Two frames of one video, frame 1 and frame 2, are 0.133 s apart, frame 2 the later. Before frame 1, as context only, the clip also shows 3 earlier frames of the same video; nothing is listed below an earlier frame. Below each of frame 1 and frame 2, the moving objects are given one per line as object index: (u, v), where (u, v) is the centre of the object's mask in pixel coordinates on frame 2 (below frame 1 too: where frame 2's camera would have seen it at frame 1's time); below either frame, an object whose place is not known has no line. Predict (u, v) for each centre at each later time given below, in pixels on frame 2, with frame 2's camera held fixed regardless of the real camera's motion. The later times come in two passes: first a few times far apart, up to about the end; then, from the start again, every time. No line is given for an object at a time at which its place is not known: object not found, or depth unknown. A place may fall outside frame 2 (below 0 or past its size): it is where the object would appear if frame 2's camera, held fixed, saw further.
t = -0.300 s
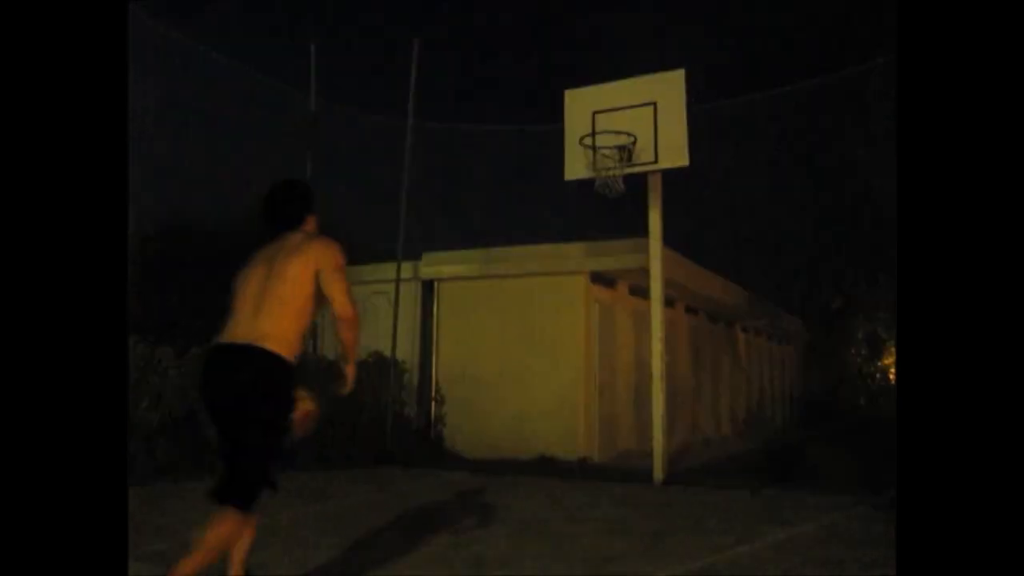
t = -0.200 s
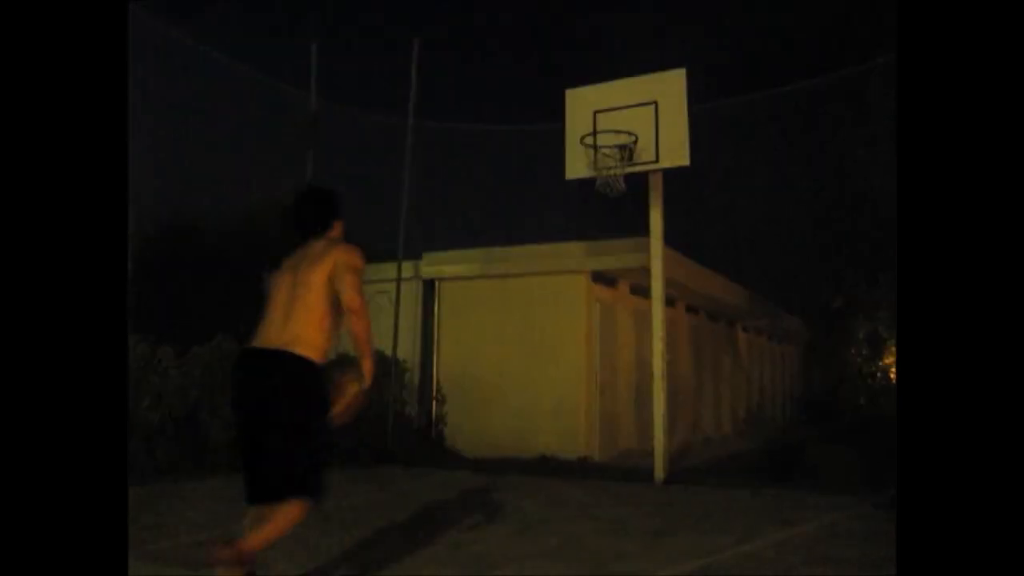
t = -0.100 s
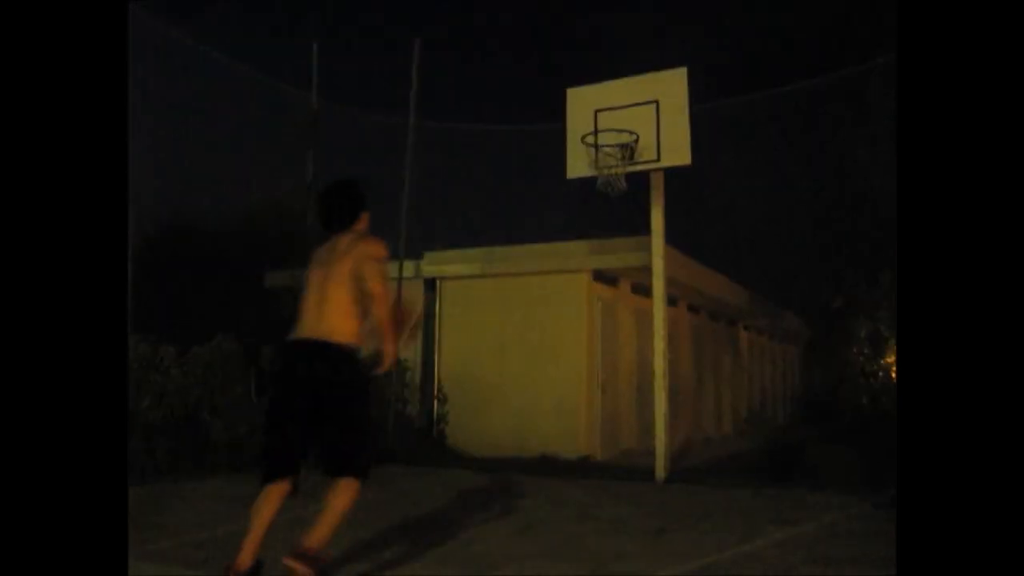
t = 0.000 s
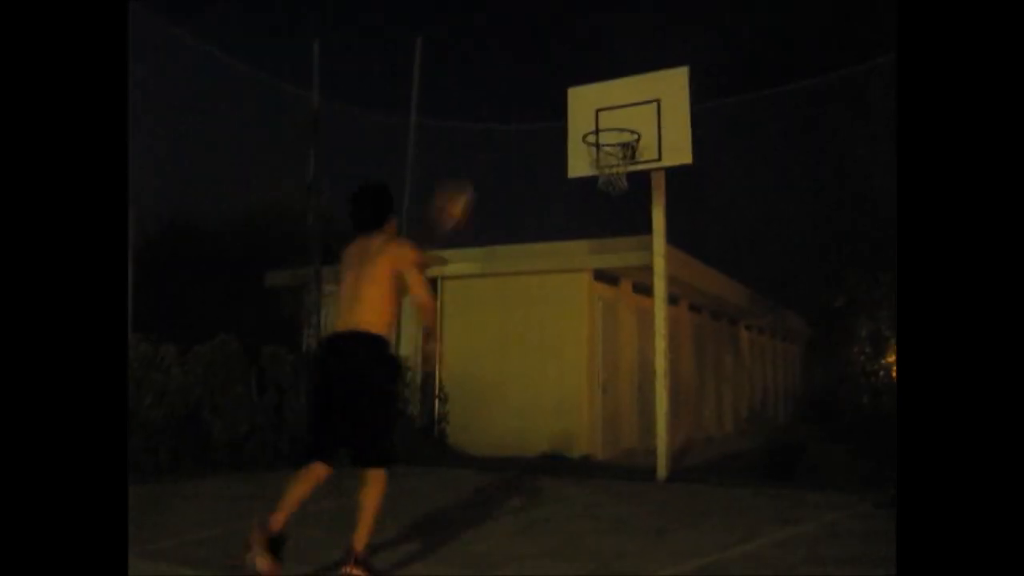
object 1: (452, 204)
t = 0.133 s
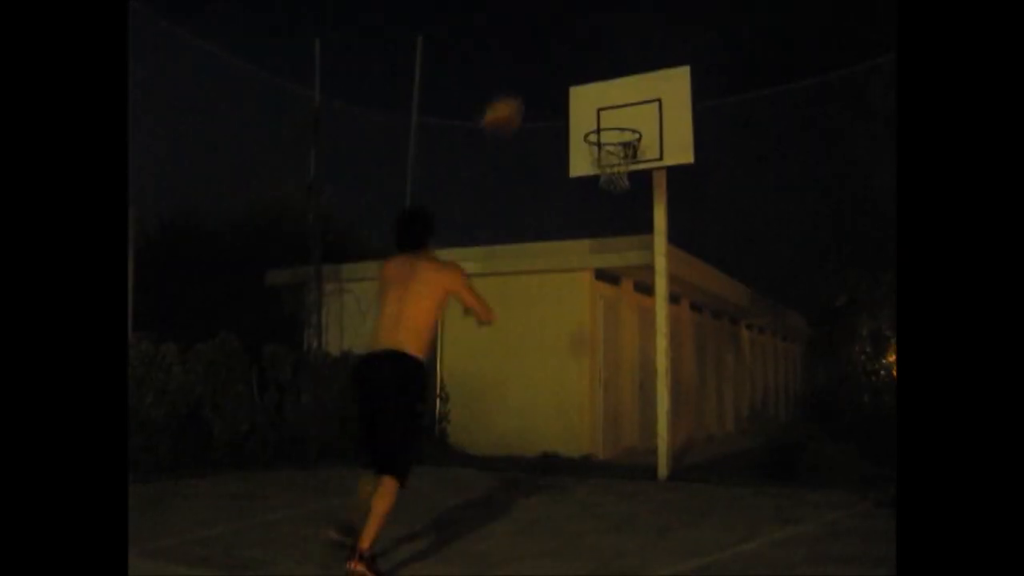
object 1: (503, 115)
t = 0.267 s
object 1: (540, 65)
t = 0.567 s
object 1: (603, 58)
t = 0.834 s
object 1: (608, 89)
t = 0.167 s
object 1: (513, 99)
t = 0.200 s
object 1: (522, 86)
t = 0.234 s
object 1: (531, 75)
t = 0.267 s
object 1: (540, 65)
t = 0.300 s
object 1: (548, 58)
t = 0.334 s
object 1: (557, 53)
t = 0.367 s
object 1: (564, 50)
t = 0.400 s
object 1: (572, 49)
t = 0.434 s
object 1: (579, 49)
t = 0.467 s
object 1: (585, 52)
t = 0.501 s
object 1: (590, 53)
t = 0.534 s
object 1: (597, 54)
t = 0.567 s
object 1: (603, 58)
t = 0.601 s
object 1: (609, 62)
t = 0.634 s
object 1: (614, 71)
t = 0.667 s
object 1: (620, 82)
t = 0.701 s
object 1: (623, 87)
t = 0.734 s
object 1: (620, 88)
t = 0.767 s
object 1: (616, 89)
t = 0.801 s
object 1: (612, 88)
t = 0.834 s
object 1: (608, 89)
